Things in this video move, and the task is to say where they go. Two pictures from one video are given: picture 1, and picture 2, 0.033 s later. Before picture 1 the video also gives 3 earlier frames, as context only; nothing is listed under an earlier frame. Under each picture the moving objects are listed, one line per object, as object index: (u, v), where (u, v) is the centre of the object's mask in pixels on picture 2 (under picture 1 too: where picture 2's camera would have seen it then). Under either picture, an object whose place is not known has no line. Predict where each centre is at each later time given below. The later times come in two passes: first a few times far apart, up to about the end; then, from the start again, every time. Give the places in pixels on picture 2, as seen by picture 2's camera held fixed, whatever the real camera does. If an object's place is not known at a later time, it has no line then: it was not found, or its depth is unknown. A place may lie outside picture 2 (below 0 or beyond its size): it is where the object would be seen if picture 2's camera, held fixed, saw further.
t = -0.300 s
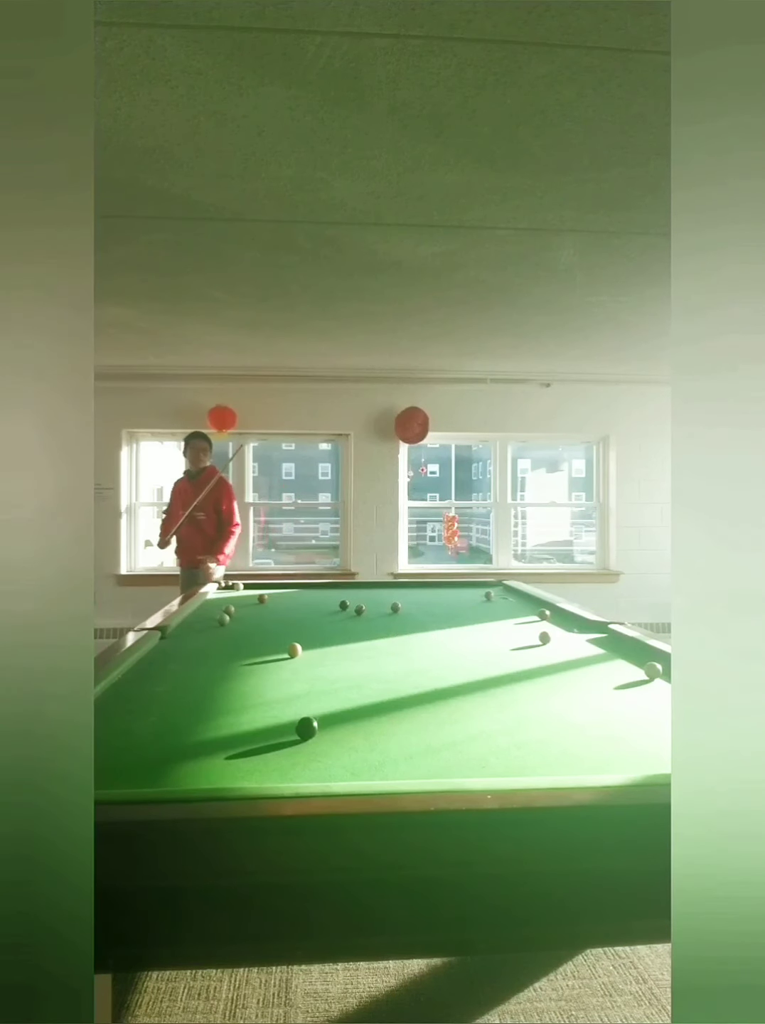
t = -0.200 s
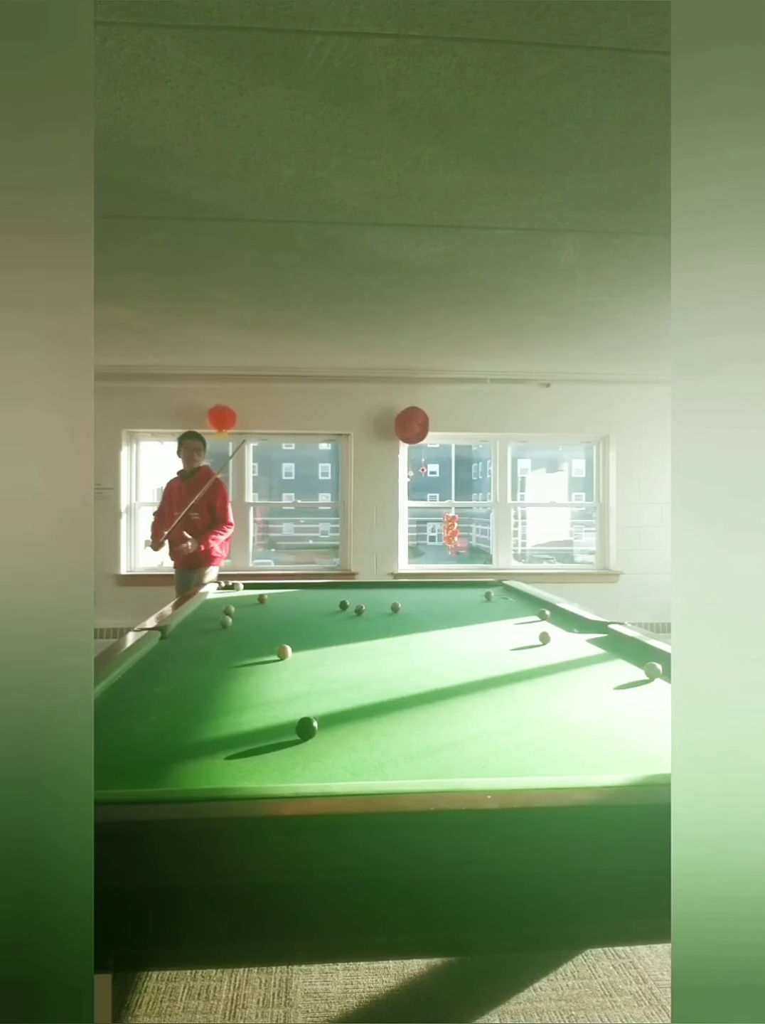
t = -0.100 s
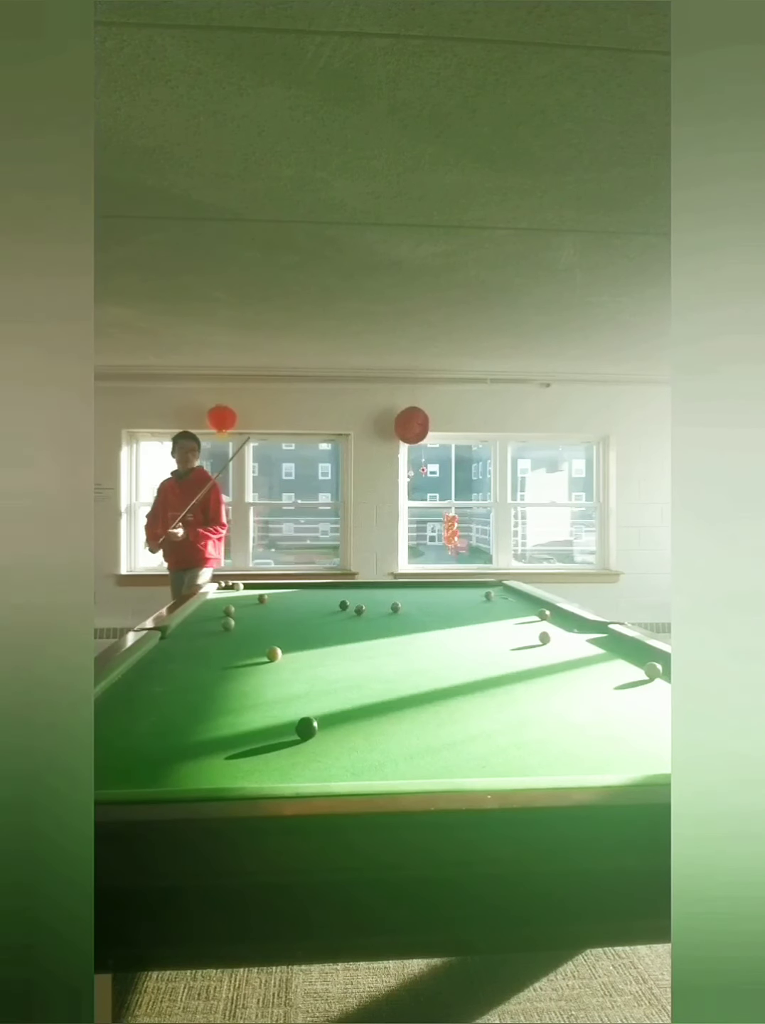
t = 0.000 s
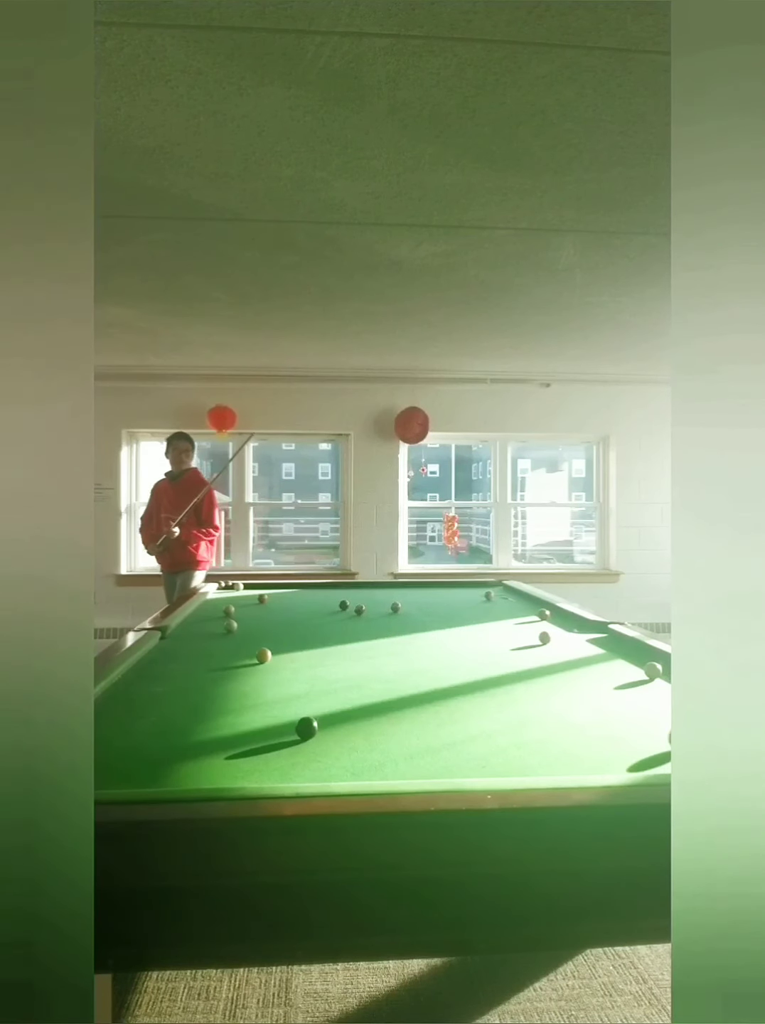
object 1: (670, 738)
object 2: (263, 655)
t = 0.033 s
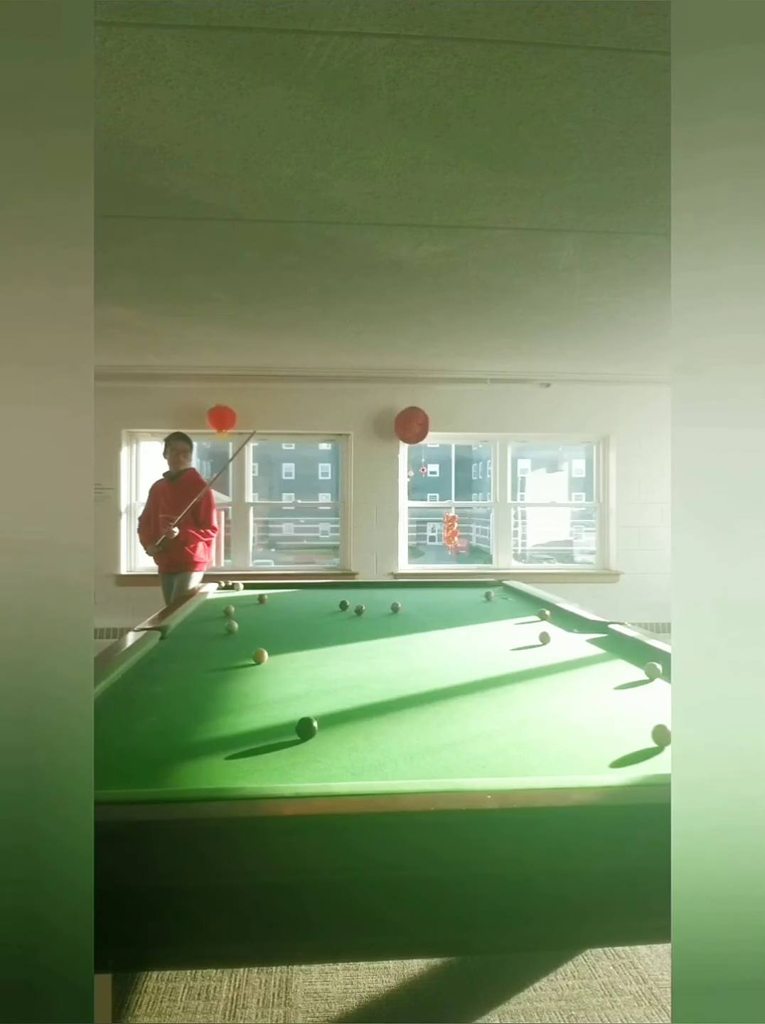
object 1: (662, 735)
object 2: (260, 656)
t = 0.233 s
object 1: (569, 716)
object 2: (240, 659)
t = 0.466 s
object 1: (482, 697)
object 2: (216, 663)
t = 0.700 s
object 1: (408, 682)
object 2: (194, 667)
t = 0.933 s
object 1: (348, 670)
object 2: (172, 670)
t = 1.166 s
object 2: (151, 674)
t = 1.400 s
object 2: (132, 677)
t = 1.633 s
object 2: (126, 679)
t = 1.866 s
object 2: (133, 680)
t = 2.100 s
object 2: (138, 681)
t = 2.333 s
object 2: (142, 682)
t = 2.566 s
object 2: (143, 682)
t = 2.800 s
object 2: (143, 683)
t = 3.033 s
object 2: (143, 683)
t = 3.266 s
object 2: (142, 683)
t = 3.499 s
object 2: (142, 683)
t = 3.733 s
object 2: (142, 683)
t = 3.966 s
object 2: (142, 683)
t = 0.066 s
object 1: (645, 732)
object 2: (256, 656)
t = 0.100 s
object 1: (629, 729)
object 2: (253, 657)
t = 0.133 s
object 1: (613, 726)
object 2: (250, 658)
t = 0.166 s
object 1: (598, 723)
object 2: (246, 658)
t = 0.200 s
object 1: (584, 719)
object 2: (243, 659)
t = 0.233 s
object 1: (569, 716)
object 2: (240, 659)
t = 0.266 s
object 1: (556, 713)
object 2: (236, 660)
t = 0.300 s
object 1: (542, 711)
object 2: (233, 661)
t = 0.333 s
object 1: (529, 708)
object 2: (230, 661)
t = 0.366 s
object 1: (517, 706)
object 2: (226, 662)
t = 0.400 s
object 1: (504, 703)
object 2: (223, 662)
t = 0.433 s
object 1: (493, 700)
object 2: (220, 663)
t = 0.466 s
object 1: (482, 697)
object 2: (216, 663)
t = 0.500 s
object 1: (471, 695)
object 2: (213, 664)
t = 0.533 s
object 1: (460, 693)
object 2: (210, 664)
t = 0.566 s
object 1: (449, 691)
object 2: (206, 665)
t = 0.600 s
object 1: (439, 689)
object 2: (203, 666)
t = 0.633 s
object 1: (428, 687)
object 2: (200, 666)
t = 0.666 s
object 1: (418, 685)
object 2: (197, 666)
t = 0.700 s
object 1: (408, 682)
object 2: (194, 667)
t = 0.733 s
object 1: (399, 681)
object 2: (190, 667)
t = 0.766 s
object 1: (390, 679)
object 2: (187, 668)
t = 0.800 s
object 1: (382, 677)
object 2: (184, 668)
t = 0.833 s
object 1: (373, 675)
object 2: (181, 669)
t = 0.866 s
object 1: (365, 673)
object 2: (178, 669)
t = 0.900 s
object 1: (357, 671)
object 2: (175, 670)
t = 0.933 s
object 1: (348, 670)
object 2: (172, 670)
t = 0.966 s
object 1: (341, 668)
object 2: (169, 671)
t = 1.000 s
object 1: (333, 666)
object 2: (166, 671)
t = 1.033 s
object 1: (326, 665)
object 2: (163, 672)
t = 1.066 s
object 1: (319, 663)
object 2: (160, 673)
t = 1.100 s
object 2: (157, 673)
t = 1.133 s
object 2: (154, 673)
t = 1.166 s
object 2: (151, 674)
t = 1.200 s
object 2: (148, 674)
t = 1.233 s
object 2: (146, 675)
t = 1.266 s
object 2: (142, 675)
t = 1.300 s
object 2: (140, 676)
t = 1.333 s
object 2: (137, 676)
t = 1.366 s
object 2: (134, 677)
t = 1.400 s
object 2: (132, 677)
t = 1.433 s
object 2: (129, 678)
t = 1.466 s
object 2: (126, 678)
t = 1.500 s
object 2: (123, 678)
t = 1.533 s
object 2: (123, 679)
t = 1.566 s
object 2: (124, 679)
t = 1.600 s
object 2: (125, 679)
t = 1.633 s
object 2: (126, 679)
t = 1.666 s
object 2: (127, 679)
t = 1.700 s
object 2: (128, 680)
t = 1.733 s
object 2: (129, 680)
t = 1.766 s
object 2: (130, 680)
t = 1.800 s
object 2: (131, 680)
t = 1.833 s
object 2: (132, 680)
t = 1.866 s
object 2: (133, 680)
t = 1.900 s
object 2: (134, 680)
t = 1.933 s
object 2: (134, 681)
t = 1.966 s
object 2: (135, 681)
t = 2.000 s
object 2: (136, 681)
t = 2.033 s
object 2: (137, 681)
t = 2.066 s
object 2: (137, 681)
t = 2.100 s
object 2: (138, 681)
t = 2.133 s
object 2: (139, 681)
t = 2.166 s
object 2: (139, 681)
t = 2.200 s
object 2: (140, 681)
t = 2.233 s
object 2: (140, 682)
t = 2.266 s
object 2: (141, 682)
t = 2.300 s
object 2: (142, 682)
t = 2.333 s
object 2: (142, 682)
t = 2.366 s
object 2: (142, 682)
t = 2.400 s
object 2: (143, 682)
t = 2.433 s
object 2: (143, 682)
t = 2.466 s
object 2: (143, 682)
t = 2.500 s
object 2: (143, 682)
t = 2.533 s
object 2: (143, 683)
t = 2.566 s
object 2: (143, 682)
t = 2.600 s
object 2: (143, 683)
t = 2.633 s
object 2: (143, 683)
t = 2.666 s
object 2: (143, 683)
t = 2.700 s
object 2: (143, 683)
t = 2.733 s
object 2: (143, 683)
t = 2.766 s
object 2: (143, 683)
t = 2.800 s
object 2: (143, 683)
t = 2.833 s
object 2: (143, 683)
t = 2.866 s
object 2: (143, 683)
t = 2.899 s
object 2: (143, 683)
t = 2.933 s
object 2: (143, 683)
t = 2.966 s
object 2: (143, 683)
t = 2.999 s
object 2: (143, 683)
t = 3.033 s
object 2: (143, 683)
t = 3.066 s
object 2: (143, 683)
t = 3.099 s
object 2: (143, 683)
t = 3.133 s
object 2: (143, 683)
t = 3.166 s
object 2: (143, 683)
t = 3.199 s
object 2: (143, 683)
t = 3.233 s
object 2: (143, 683)
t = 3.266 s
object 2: (142, 683)
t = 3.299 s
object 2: (142, 683)
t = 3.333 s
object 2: (142, 683)
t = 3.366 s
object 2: (142, 683)
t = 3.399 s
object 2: (142, 682)
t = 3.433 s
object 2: (142, 683)
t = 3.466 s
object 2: (142, 683)
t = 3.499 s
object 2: (142, 683)
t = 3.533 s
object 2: (142, 682)
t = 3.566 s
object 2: (142, 682)
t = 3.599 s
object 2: (142, 682)
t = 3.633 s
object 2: (142, 683)
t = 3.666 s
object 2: (142, 683)
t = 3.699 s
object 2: (142, 683)
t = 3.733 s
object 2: (142, 683)
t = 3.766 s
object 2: (142, 683)
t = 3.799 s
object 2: (142, 683)
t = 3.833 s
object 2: (142, 683)
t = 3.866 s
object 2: (142, 683)
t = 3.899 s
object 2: (142, 683)
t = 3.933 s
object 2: (142, 683)
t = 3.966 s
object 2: (142, 683)
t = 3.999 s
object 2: (142, 683)
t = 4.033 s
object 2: (142, 683)
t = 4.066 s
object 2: (142, 682)
